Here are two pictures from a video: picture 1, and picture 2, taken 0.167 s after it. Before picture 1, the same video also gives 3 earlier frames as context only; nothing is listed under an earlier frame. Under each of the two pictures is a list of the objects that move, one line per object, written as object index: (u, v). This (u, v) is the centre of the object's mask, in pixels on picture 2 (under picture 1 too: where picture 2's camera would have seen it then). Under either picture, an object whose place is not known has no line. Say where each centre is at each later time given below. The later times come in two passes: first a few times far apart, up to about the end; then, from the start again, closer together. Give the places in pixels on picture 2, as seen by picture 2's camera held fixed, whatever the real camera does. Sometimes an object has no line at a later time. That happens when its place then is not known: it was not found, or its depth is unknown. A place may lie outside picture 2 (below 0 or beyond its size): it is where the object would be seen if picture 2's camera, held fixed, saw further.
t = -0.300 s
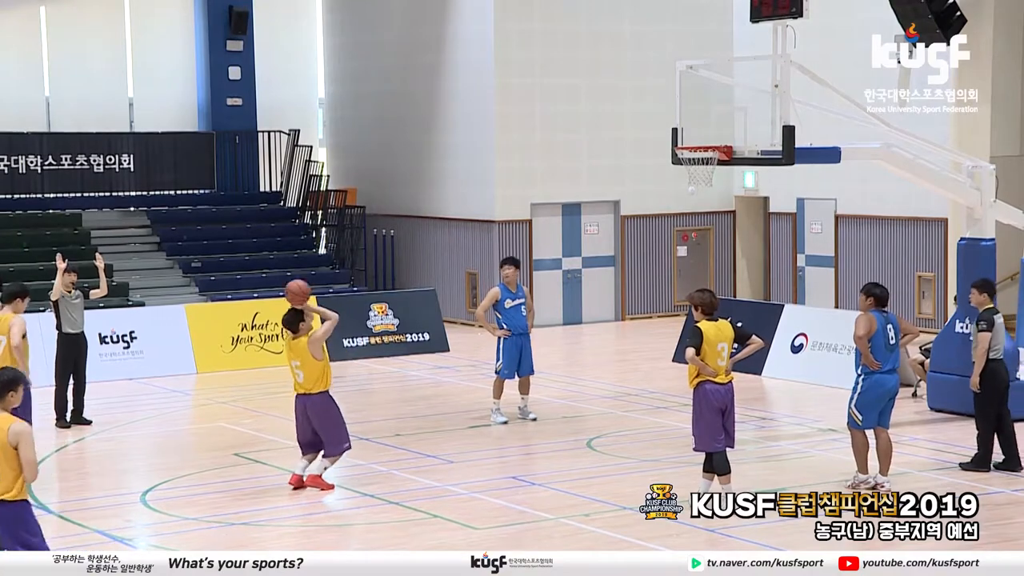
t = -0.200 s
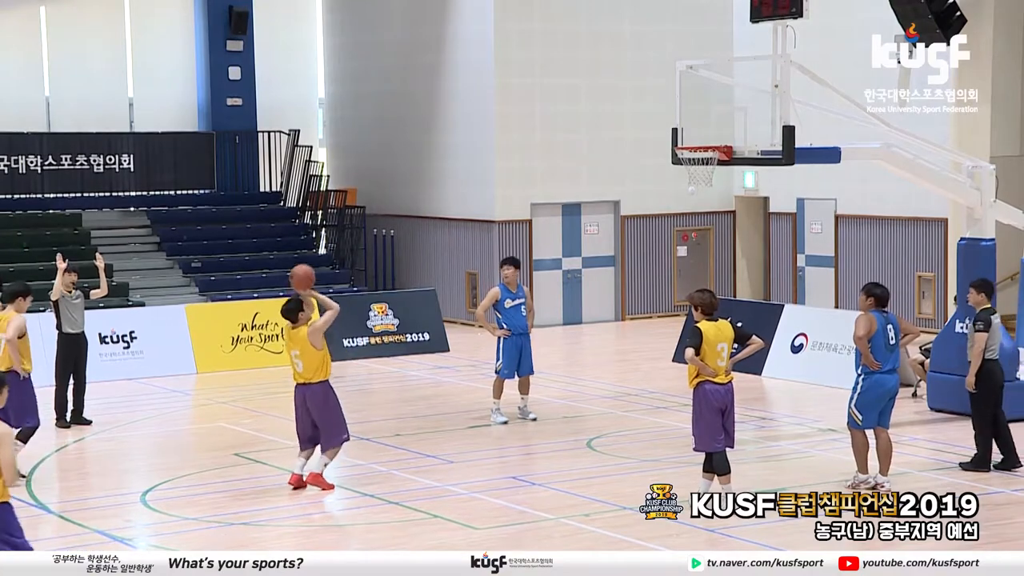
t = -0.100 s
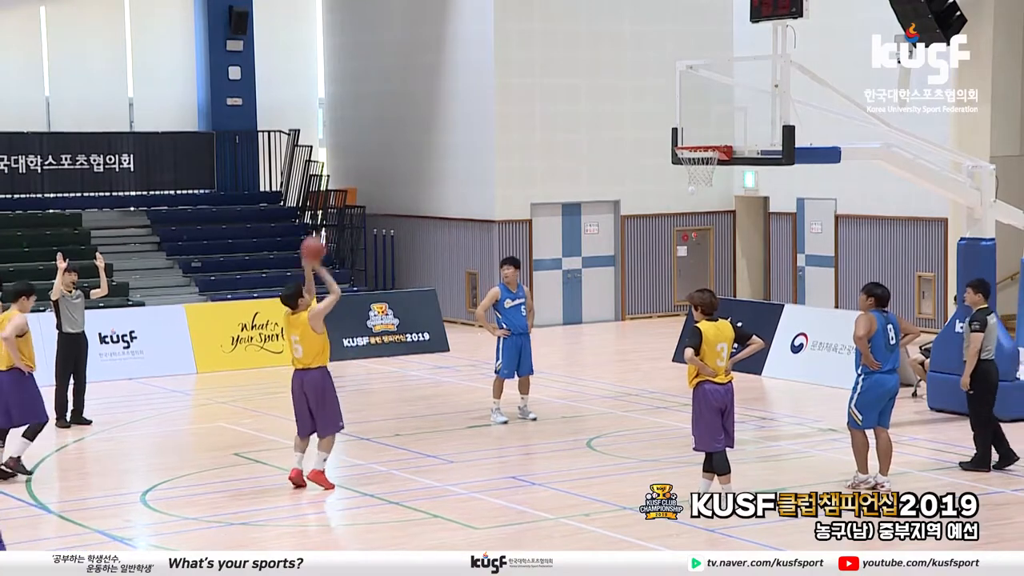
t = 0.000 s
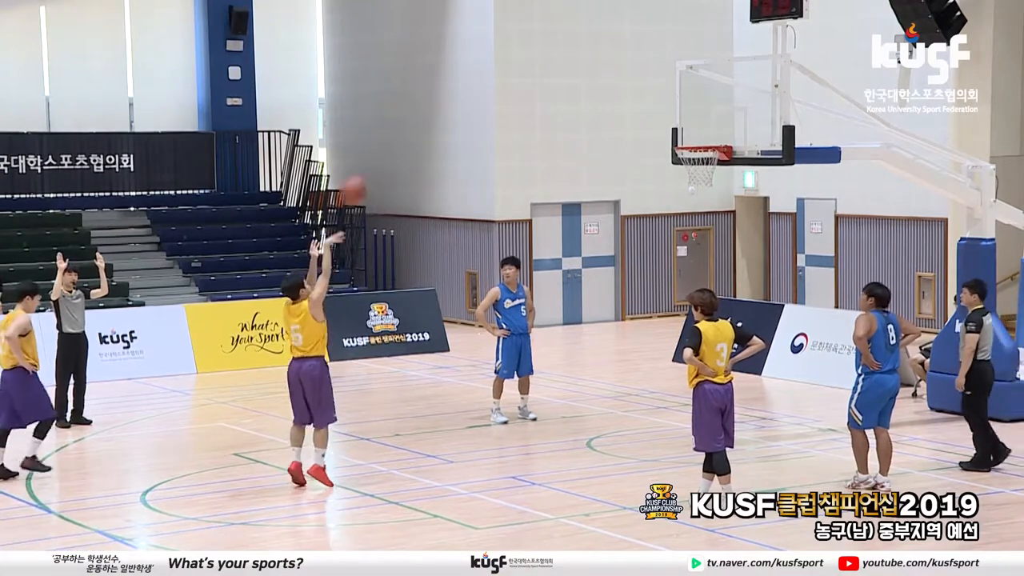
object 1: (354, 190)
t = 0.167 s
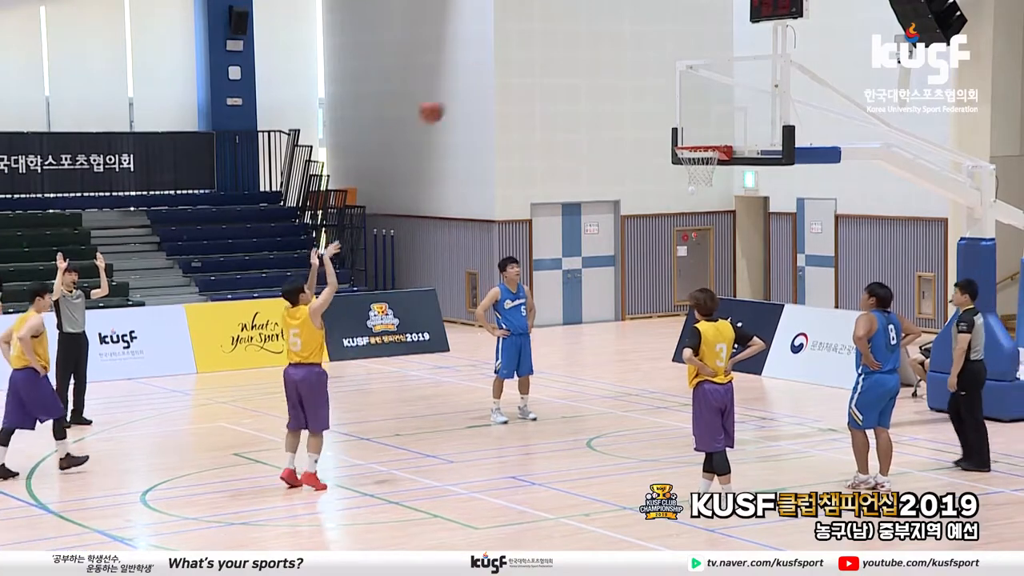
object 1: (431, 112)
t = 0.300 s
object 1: (491, 69)
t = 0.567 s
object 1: (605, 40)
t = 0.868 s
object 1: (725, 89)
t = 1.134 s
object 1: (671, 124)
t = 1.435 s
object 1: (604, 147)
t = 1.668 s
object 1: (551, 230)
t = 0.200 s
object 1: (446, 99)
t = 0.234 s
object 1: (461, 88)
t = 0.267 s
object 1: (476, 78)
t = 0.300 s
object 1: (491, 69)
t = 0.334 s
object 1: (505, 62)
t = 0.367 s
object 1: (520, 55)
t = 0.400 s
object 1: (534, 50)
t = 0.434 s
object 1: (549, 47)
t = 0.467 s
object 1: (563, 43)
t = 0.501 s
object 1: (577, 40)
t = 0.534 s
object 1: (591, 40)
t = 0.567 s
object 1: (605, 40)
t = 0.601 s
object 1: (619, 40)
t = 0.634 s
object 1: (632, 43)
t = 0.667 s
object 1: (646, 46)
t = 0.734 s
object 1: (672, 56)
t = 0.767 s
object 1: (686, 63)
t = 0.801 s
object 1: (699, 70)
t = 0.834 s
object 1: (712, 79)
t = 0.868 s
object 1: (725, 89)
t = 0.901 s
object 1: (725, 97)
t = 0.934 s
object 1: (717, 106)
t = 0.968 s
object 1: (709, 117)
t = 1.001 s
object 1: (701, 128)
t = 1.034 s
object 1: (693, 135)
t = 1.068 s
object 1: (686, 131)
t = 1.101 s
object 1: (679, 127)
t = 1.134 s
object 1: (671, 124)
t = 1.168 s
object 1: (664, 122)
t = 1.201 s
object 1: (657, 121)
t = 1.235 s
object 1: (649, 121)
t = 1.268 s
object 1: (642, 122)
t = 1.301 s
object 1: (634, 125)
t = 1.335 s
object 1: (627, 129)
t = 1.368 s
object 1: (619, 134)
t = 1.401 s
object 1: (612, 140)
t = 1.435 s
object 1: (604, 147)
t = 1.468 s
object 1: (597, 155)
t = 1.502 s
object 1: (589, 164)
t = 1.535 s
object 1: (582, 174)
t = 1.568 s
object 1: (574, 186)
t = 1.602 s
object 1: (566, 199)
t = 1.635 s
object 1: (558, 214)
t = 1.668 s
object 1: (551, 230)
